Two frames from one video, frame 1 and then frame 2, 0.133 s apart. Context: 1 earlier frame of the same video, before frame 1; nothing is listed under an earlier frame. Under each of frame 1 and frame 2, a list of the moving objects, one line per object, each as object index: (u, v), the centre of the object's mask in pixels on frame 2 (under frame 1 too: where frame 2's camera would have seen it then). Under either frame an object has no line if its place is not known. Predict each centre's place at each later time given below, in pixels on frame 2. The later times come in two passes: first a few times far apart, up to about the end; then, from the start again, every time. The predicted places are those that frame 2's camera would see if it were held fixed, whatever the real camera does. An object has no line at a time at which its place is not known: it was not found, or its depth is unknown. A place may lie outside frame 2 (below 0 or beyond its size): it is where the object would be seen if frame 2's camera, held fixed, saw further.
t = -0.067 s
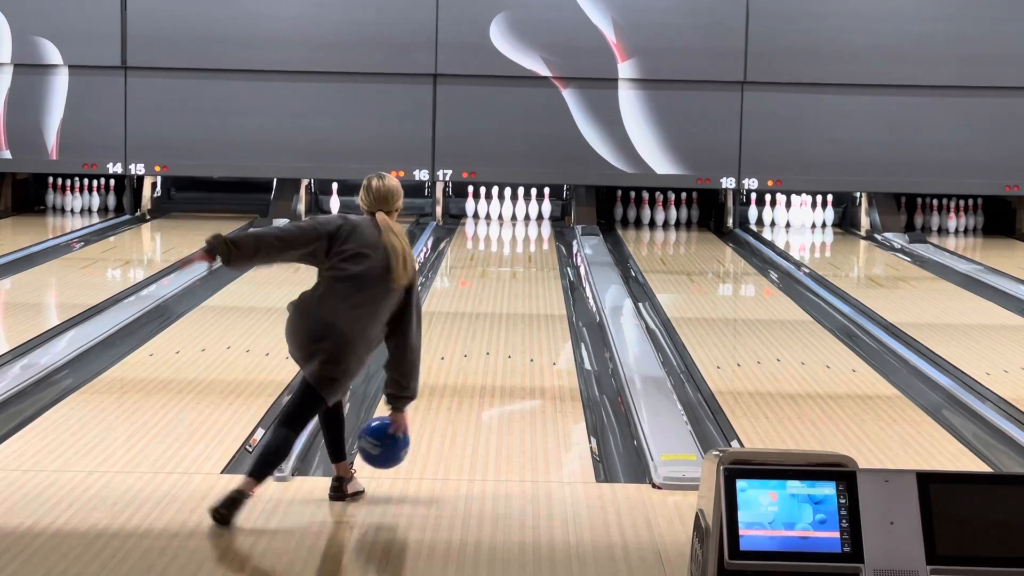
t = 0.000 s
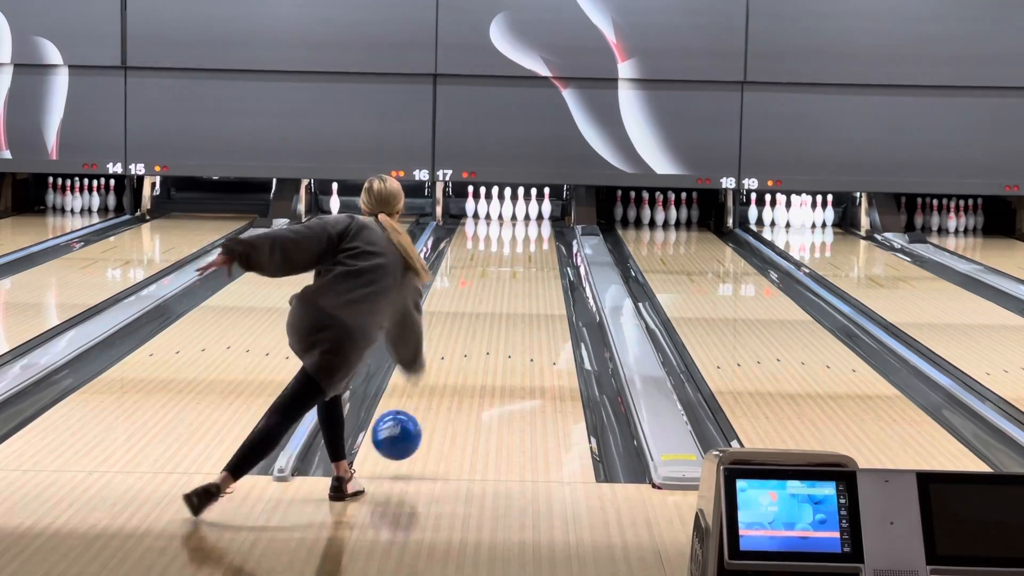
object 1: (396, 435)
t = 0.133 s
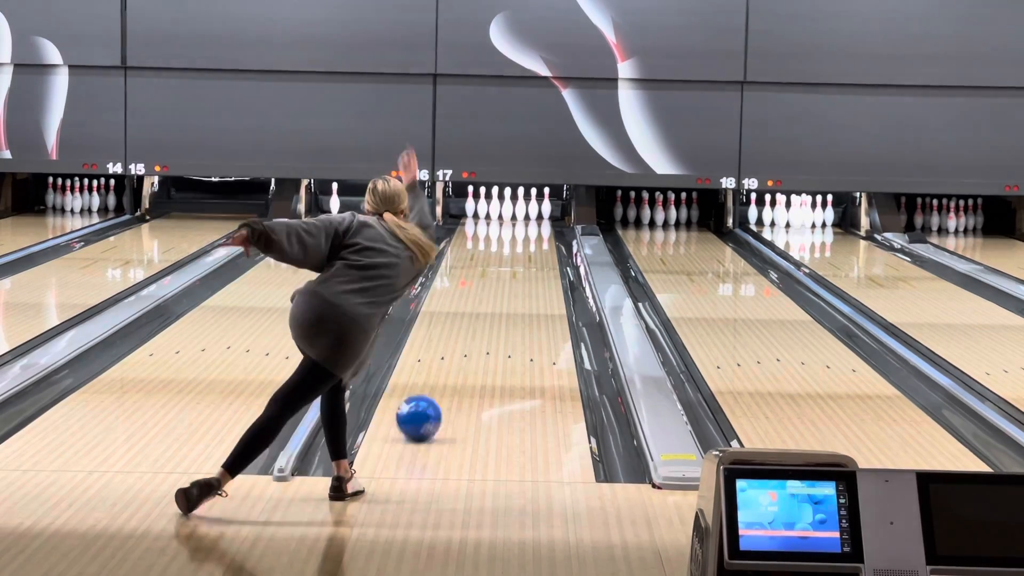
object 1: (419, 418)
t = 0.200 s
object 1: (429, 403)
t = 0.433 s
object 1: (457, 361)
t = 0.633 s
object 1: (476, 333)
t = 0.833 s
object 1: (491, 310)
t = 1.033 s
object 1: (503, 291)
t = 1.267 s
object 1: (515, 273)
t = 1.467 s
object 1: (523, 259)
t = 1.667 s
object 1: (530, 248)
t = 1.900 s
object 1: (537, 236)
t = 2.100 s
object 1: (542, 227)
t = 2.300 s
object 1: (546, 219)
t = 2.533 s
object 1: (549, 211)
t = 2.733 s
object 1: (555, 212)
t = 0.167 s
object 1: (424, 410)
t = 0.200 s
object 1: (429, 403)
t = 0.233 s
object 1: (433, 396)
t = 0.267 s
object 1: (438, 389)
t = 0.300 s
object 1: (442, 383)
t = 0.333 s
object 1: (446, 377)
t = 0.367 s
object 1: (450, 372)
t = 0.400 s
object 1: (453, 367)
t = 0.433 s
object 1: (457, 361)
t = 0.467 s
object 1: (460, 356)
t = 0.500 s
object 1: (464, 352)
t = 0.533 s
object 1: (467, 347)
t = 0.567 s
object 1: (470, 342)
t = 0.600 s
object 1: (473, 338)
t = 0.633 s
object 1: (476, 333)
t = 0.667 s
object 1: (478, 329)
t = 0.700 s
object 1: (481, 325)
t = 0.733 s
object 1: (483, 321)
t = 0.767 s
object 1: (486, 317)
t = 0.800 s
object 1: (488, 314)
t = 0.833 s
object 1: (491, 310)
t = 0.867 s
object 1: (493, 307)
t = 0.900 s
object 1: (495, 303)
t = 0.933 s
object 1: (497, 300)
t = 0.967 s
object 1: (499, 297)
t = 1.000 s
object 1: (501, 294)
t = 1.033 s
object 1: (503, 291)
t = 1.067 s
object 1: (505, 288)
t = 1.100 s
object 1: (507, 285)
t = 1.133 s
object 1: (508, 283)
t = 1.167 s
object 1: (510, 280)
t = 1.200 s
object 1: (512, 278)
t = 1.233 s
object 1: (513, 275)
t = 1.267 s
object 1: (515, 273)
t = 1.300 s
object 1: (516, 271)
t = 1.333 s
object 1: (518, 268)
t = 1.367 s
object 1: (519, 266)
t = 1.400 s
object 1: (521, 264)
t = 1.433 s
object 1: (522, 262)
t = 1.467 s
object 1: (523, 259)
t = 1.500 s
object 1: (525, 257)
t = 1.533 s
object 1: (526, 255)
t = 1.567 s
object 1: (527, 254)
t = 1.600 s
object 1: (528, 252)
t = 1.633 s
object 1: (530, 250)
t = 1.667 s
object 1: (530, 248)
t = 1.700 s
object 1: (531, 246)
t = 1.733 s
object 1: (532, 244)
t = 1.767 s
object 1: (533, 243)
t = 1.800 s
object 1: (535, 241)
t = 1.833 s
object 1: (536, 239)
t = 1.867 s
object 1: (537, 237)
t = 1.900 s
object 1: (537, 236)
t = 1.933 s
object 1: (538, 234)
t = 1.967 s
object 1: (539, 233)
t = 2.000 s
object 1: (540, 231)
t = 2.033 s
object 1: (541, 230)
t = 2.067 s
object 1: (541, 228)
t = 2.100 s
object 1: (542, 227)
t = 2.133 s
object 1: (543, 226)
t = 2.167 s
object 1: (543, 224)
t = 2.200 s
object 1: (544, 223)
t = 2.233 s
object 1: (545, 222)
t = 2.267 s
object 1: (546, 221)
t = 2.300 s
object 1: (546, 219)
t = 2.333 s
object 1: (546, 218)
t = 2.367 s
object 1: (547, 217)
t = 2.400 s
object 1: (547, 216)
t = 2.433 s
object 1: (547, 214)
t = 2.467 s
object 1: (548, 213)
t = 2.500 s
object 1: (548, 212)
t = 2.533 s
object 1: (549, 211)
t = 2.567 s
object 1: (549, 210)
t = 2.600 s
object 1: (550, 210)
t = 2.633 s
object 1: (551, 209)
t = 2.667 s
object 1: (553, 209)
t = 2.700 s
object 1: (554, 210)
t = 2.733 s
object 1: (555, 212)
